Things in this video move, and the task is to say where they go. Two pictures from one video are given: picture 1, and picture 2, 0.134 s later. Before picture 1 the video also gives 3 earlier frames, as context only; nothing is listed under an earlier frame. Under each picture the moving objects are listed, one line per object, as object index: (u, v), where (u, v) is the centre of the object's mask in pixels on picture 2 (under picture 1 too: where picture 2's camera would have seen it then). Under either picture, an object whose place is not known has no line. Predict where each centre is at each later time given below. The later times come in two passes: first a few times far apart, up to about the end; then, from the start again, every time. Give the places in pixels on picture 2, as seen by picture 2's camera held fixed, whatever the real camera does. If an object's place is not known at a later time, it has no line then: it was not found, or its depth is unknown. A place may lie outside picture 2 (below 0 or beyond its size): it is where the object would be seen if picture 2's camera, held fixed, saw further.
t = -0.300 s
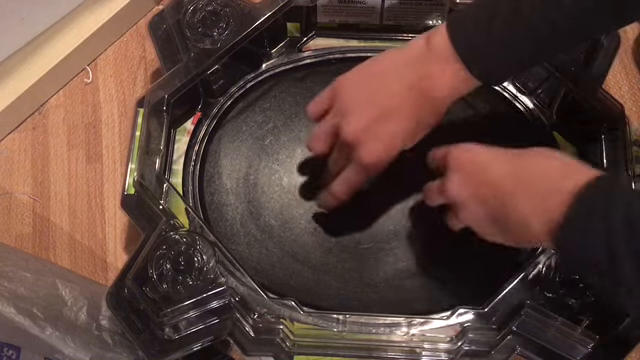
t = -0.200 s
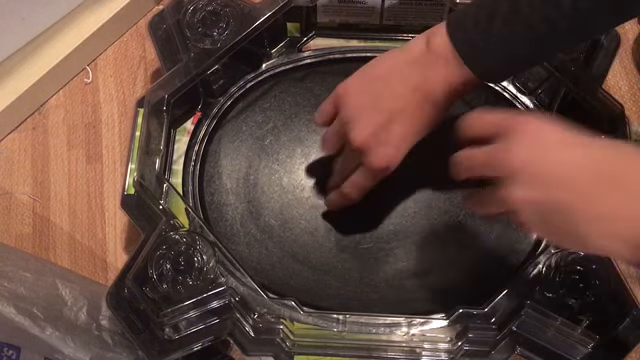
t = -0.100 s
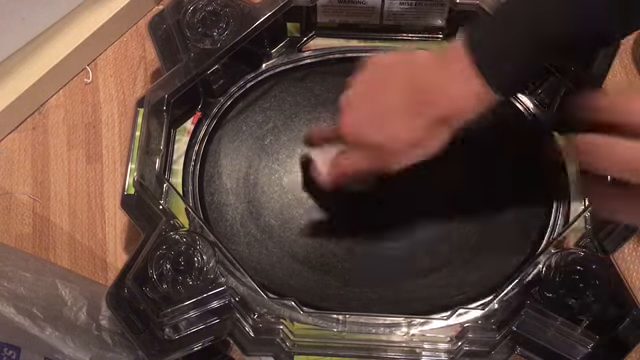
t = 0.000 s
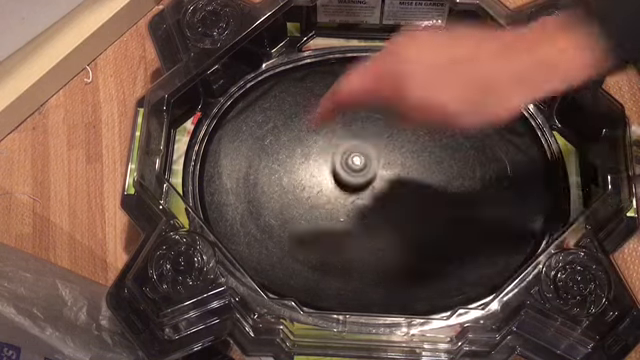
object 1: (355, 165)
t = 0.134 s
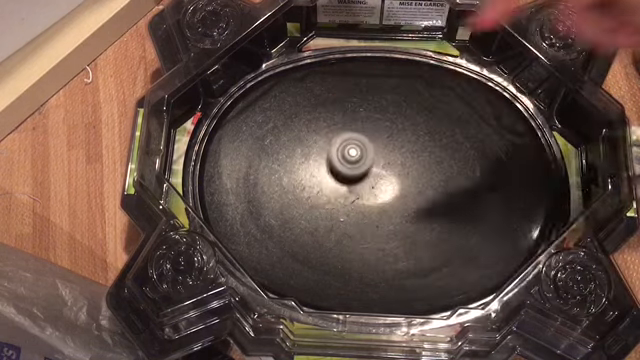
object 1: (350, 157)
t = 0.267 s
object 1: (350, 153)
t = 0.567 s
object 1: (358, 161)
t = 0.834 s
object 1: (373, 181)
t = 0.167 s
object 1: (350, 156)
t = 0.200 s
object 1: (350, 155)
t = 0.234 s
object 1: (350, 154)
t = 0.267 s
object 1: (350, 153)
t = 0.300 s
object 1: (351, 153)
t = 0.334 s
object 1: (351, 153)
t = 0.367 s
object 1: (352, 153)
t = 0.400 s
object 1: (352, 153)
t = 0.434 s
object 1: (353, 154)
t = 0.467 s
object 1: (354, 155)
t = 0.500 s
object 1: (355, 156)
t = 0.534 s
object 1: (356, 158)
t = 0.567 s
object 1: (358, 161)
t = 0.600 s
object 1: (359, 163)
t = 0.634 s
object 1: (360, 165)
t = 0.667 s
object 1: (363, 169)
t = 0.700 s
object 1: (365, 172)
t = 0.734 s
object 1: (367, 172)
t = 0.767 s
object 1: (369, 175)
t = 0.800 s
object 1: (371, 179)
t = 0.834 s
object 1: (373, 181)
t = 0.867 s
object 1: (375, 185)
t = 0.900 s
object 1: (377, 187)
